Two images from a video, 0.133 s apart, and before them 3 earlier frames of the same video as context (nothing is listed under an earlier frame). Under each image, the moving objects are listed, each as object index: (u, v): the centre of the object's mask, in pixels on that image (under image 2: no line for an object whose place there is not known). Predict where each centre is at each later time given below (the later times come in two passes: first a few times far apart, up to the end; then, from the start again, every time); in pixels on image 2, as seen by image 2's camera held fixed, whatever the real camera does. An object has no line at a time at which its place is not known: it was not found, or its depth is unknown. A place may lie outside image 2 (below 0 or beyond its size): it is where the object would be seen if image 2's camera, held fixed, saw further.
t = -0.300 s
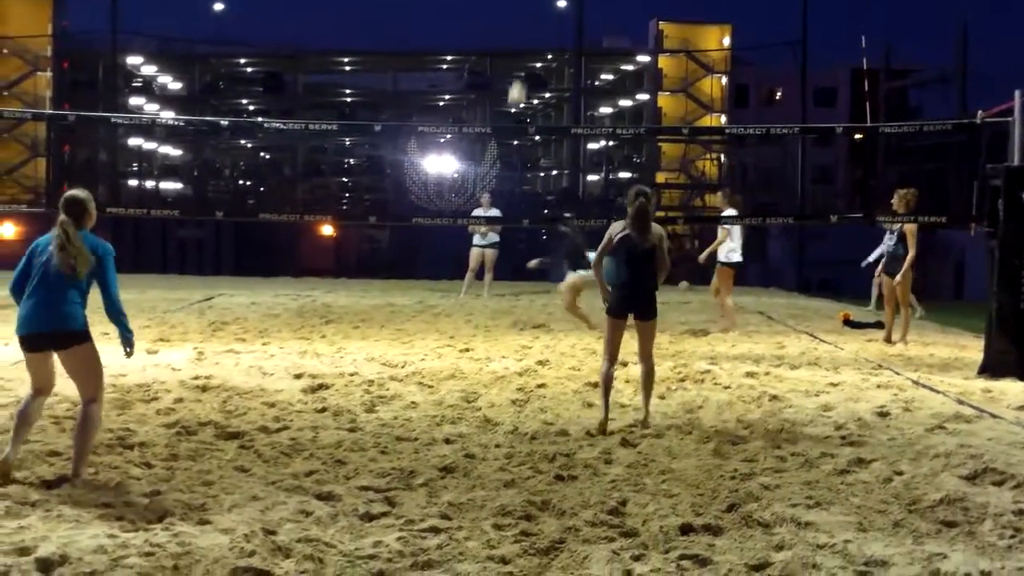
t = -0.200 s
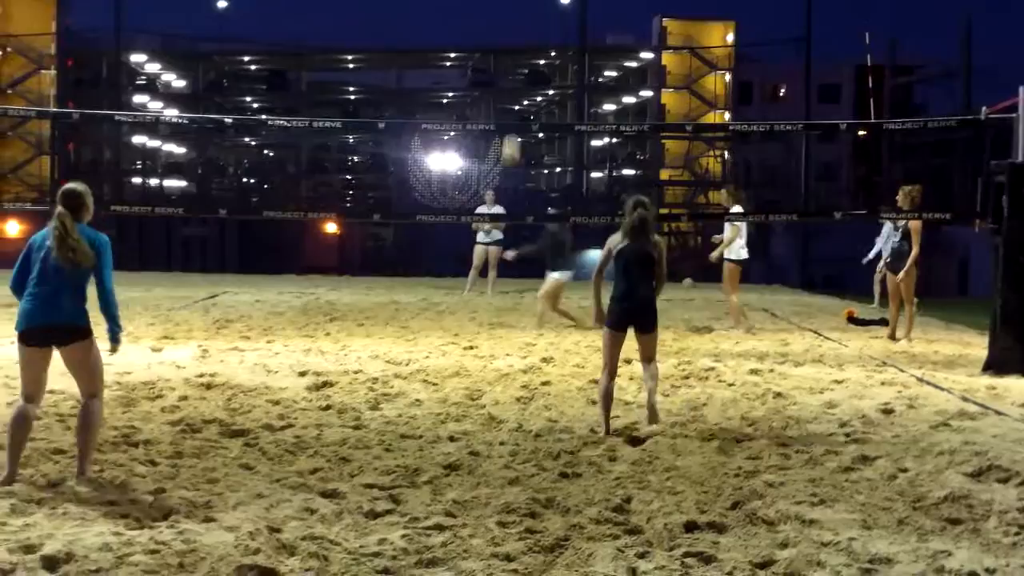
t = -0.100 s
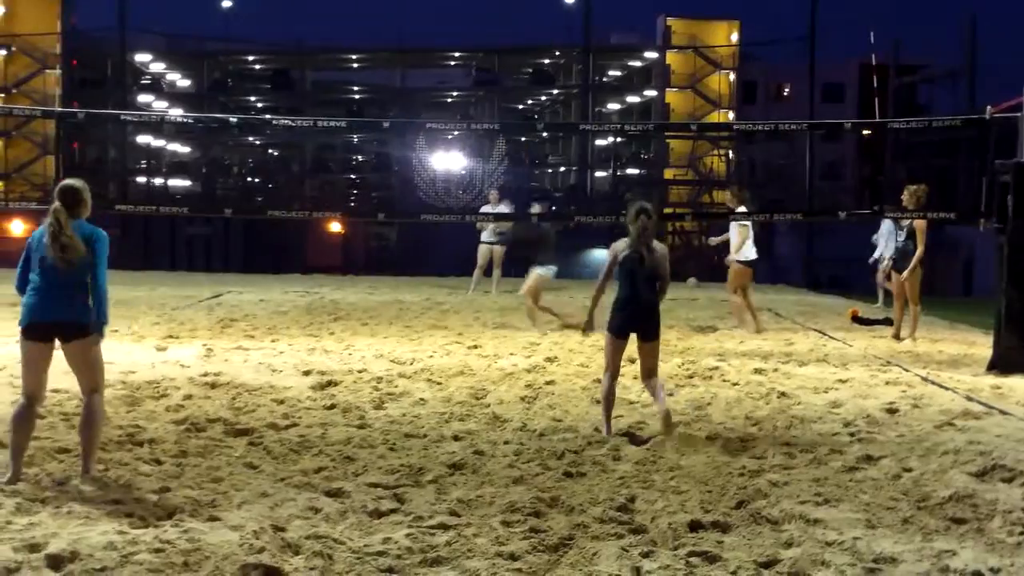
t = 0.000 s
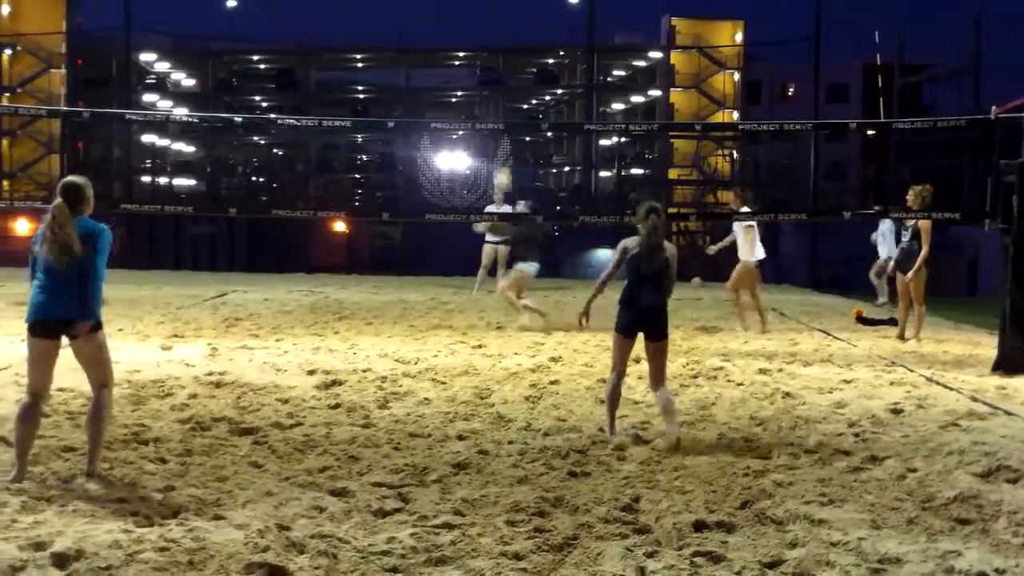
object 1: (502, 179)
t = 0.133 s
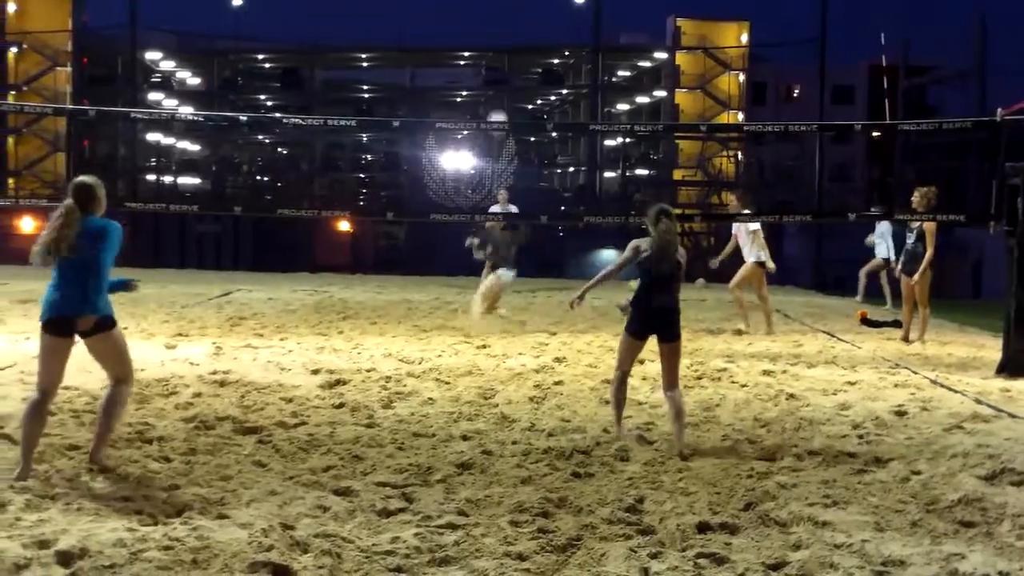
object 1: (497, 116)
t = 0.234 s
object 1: (490, 89)
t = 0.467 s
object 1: (471, 33)
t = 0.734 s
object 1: (445, 36)
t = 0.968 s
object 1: (413, 104)
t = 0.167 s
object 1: (495, 110)
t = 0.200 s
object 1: (493, 99)
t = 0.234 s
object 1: (490, 89)
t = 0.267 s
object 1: (488, 78)
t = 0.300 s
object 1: (485, 68)
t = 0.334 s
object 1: (482, 59)
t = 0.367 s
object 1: (480, 52)
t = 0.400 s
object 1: (477, 45)
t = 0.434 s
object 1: (474, 39)
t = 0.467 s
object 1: (471, 33)
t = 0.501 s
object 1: (469, 29)
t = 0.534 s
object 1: (466, 27)
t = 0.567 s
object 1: (462, 25)
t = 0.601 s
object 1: (459, 26)
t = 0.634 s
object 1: (456, 27)
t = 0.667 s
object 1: (452, 29)
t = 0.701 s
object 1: (448, 32)
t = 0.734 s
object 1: (445, 36)
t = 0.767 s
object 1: (441, 40)
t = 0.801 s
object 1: (436, 47)
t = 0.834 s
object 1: (432, 55)
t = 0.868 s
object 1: (428, 65)
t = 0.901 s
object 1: (423, 77)
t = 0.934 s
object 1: (418, 89)
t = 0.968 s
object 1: (413, 104)
